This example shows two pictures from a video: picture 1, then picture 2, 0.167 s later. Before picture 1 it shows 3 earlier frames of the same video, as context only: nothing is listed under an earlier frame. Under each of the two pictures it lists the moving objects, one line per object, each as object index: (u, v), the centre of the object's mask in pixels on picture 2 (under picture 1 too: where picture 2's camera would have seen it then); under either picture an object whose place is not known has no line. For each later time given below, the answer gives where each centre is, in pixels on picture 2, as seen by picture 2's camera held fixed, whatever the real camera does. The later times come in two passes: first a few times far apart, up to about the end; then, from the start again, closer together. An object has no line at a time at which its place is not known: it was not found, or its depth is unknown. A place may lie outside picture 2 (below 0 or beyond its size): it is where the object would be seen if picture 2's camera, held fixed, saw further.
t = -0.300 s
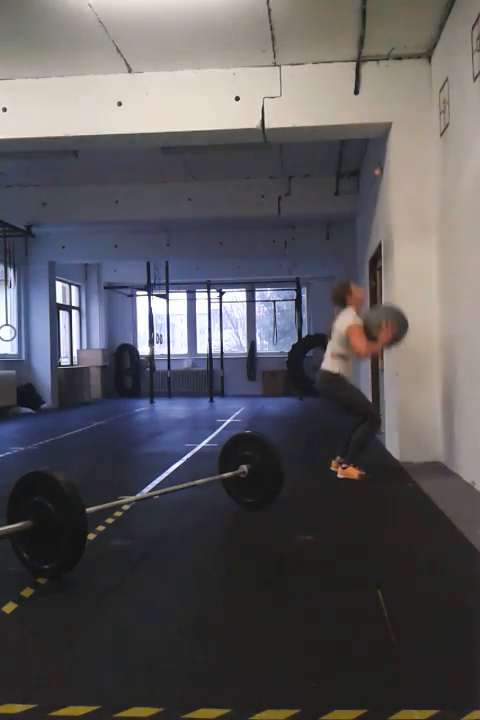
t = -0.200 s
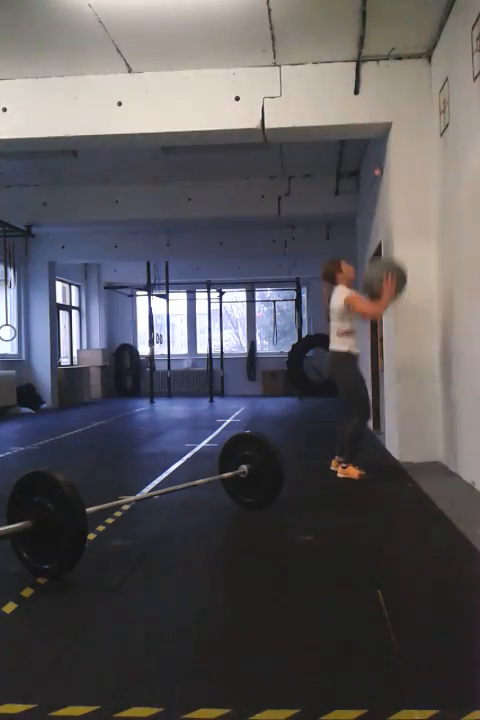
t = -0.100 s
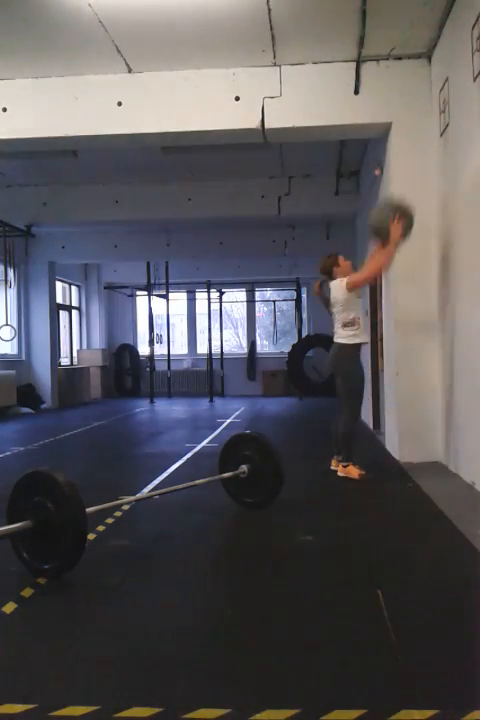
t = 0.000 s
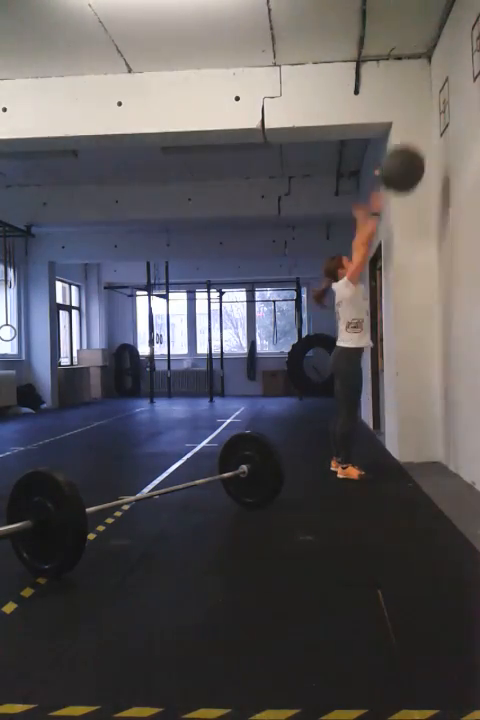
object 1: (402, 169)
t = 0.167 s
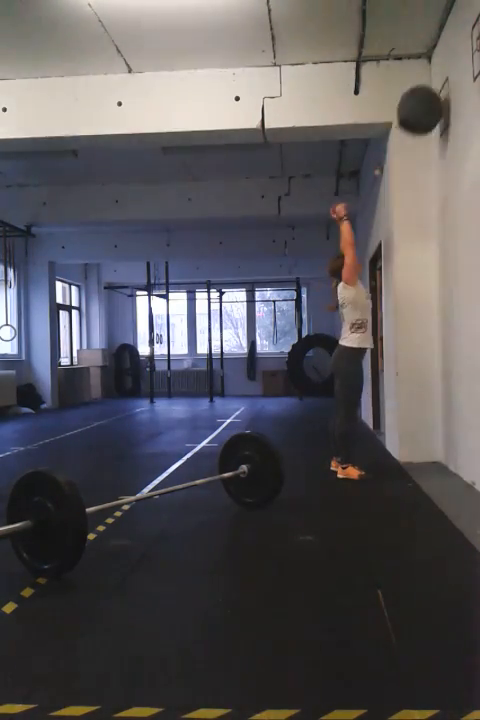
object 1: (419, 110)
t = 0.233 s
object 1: (426, 98)
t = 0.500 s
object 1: (409, 114)
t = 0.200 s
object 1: (424, 103)
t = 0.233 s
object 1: (426, 98)
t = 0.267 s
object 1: (425, 95)
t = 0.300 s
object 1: (423, 93)
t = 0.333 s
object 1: (420, 93)
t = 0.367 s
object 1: (417, 94)
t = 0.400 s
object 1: (415, 97)
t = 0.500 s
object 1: (409, 114)
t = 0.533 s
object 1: (407, 122)
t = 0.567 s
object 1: (405, 132)
